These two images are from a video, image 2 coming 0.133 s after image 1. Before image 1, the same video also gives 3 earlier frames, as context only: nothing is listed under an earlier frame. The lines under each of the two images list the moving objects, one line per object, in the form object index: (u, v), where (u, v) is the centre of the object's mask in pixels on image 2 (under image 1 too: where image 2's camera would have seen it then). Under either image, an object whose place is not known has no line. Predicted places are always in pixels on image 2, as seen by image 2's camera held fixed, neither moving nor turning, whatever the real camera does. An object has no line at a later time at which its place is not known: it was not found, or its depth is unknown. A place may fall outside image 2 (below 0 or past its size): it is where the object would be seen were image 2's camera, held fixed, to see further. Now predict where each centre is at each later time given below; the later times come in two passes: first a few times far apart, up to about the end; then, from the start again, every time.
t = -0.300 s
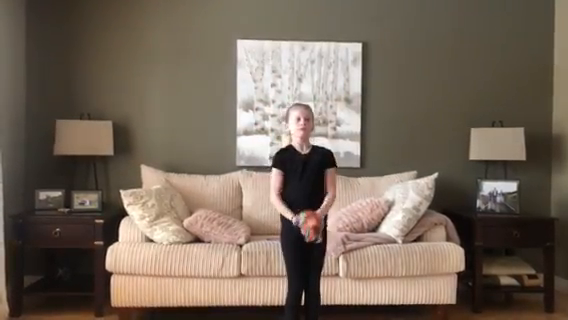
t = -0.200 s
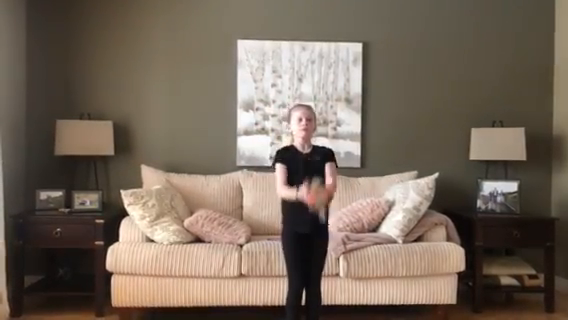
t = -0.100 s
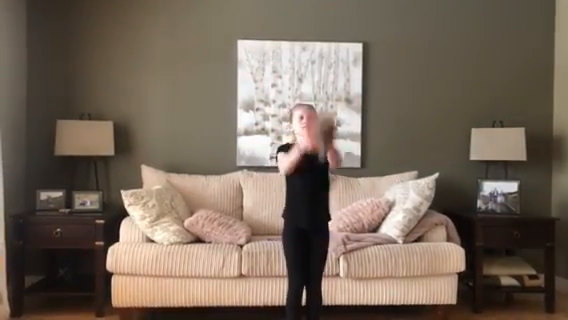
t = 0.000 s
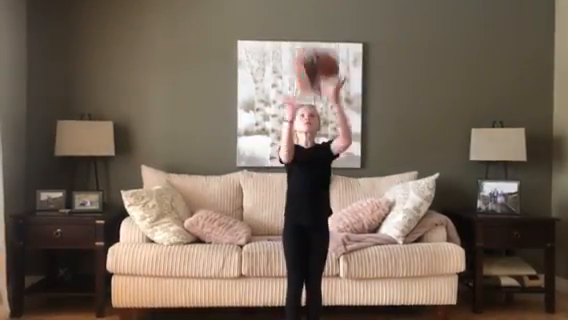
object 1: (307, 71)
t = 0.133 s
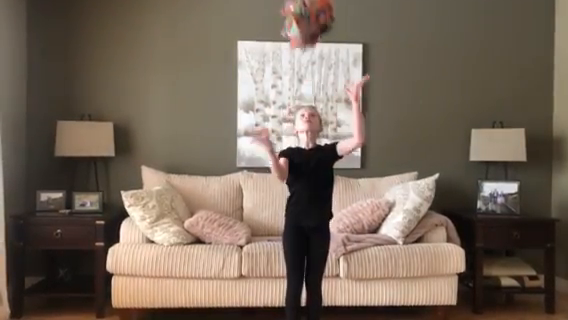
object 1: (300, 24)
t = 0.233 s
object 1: (302, 17)
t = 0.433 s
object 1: (294, 34)
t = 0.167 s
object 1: (298, 19)
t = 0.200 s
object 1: (297, 17)
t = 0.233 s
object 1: (302, 17)
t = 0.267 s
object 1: (300, 18)
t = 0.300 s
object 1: (298, 19)
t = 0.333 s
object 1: (297, 21)
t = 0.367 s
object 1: (297, 24)
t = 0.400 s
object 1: (287, 22)
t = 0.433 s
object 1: (294, 34)
